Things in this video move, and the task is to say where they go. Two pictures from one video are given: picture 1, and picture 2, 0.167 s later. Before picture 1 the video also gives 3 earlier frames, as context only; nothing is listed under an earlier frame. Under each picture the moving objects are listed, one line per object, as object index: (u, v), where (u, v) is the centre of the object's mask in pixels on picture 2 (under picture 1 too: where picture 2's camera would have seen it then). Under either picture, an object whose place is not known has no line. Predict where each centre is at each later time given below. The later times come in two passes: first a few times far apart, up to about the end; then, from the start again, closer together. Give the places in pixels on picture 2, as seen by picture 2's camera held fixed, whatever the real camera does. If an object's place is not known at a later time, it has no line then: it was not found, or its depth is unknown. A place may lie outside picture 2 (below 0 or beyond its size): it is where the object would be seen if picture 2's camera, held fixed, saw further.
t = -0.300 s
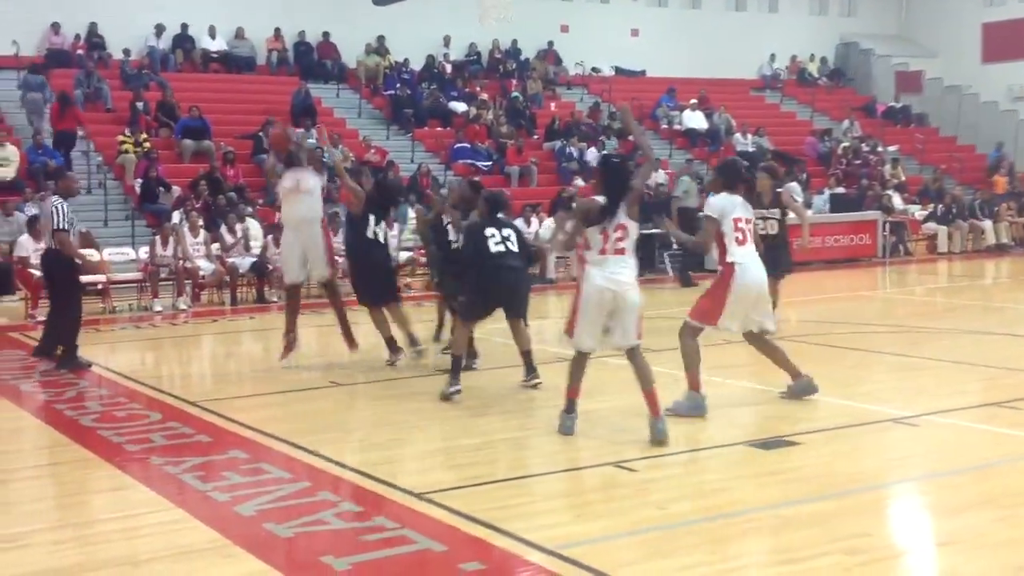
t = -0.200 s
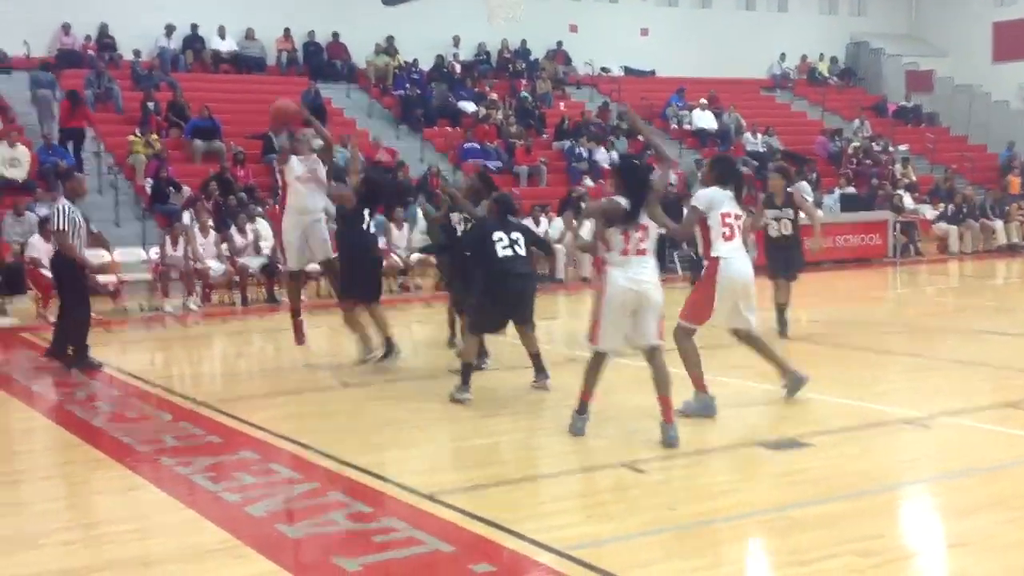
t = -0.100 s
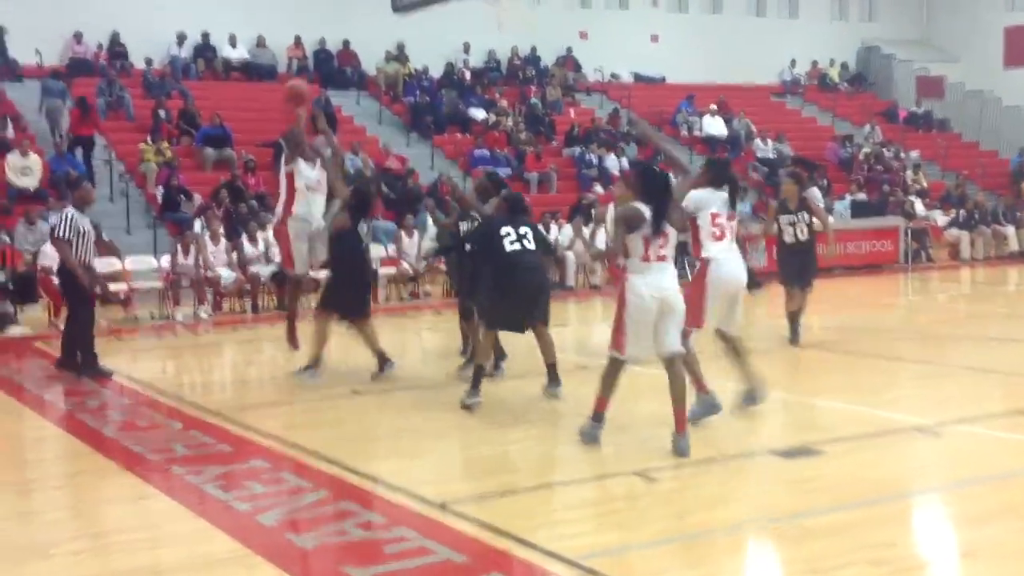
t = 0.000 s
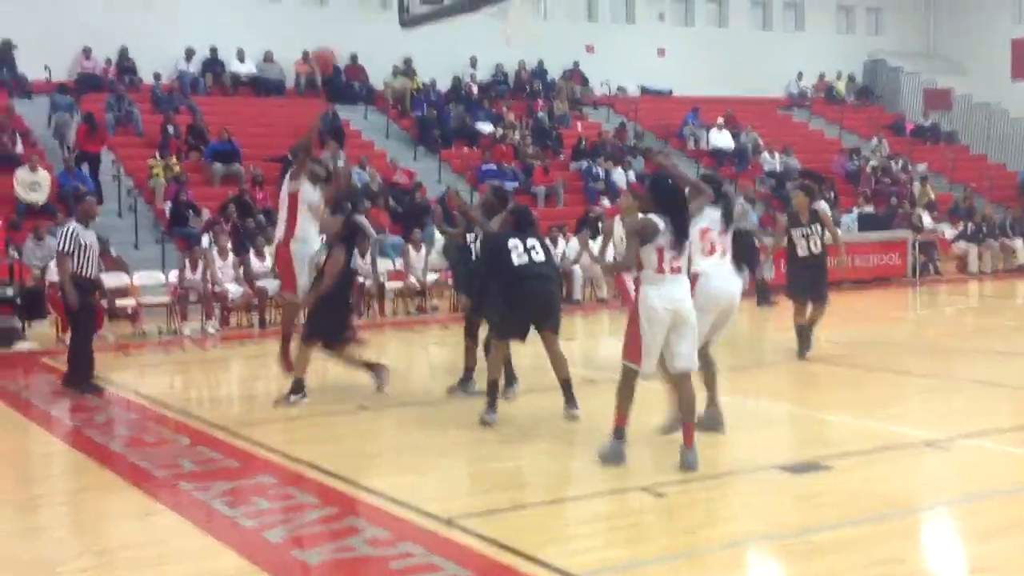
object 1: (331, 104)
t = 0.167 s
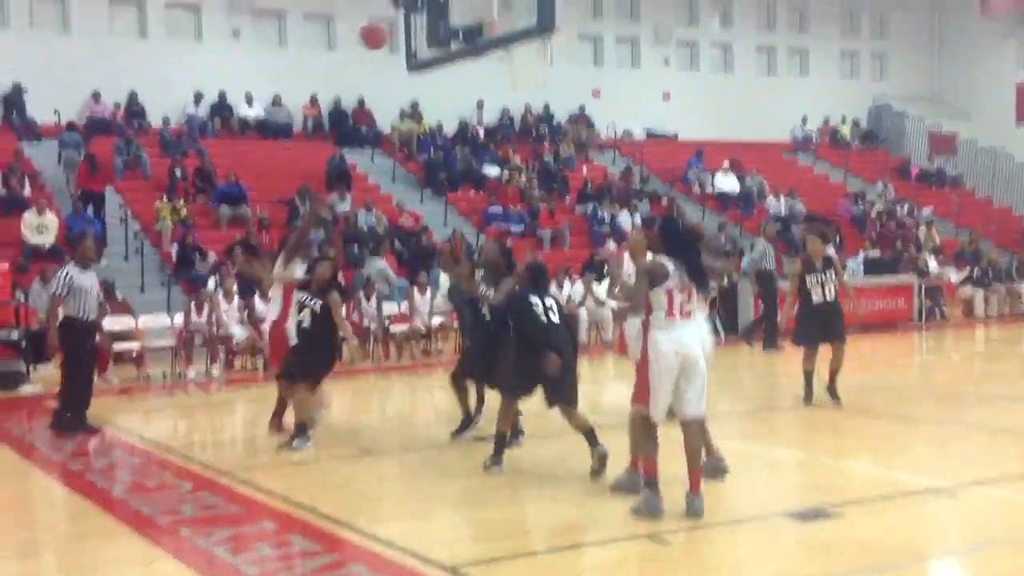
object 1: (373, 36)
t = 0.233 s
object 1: (391, 18)
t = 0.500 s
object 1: (476, -11)
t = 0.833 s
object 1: (525, 58)
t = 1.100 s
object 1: (551, 70)
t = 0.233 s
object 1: (391, 18)
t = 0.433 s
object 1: (462, -11)
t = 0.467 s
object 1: (465, -11)
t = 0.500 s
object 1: (476, -11)
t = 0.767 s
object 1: (510, 52)
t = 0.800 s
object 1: (518, 54)
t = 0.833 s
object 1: (525, 58)
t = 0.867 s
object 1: (532, 62)
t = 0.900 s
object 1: (538, 63)
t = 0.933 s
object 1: (544, 64)
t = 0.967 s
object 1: (548, 64)
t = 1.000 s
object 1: (549, 64)
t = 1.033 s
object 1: (551, 65)
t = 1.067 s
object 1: (551, 67)
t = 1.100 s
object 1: (551, 70)
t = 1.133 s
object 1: (552, 74)
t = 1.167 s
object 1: (553, 83)
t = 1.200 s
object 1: (552, 92)
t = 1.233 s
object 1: (552, 101)
